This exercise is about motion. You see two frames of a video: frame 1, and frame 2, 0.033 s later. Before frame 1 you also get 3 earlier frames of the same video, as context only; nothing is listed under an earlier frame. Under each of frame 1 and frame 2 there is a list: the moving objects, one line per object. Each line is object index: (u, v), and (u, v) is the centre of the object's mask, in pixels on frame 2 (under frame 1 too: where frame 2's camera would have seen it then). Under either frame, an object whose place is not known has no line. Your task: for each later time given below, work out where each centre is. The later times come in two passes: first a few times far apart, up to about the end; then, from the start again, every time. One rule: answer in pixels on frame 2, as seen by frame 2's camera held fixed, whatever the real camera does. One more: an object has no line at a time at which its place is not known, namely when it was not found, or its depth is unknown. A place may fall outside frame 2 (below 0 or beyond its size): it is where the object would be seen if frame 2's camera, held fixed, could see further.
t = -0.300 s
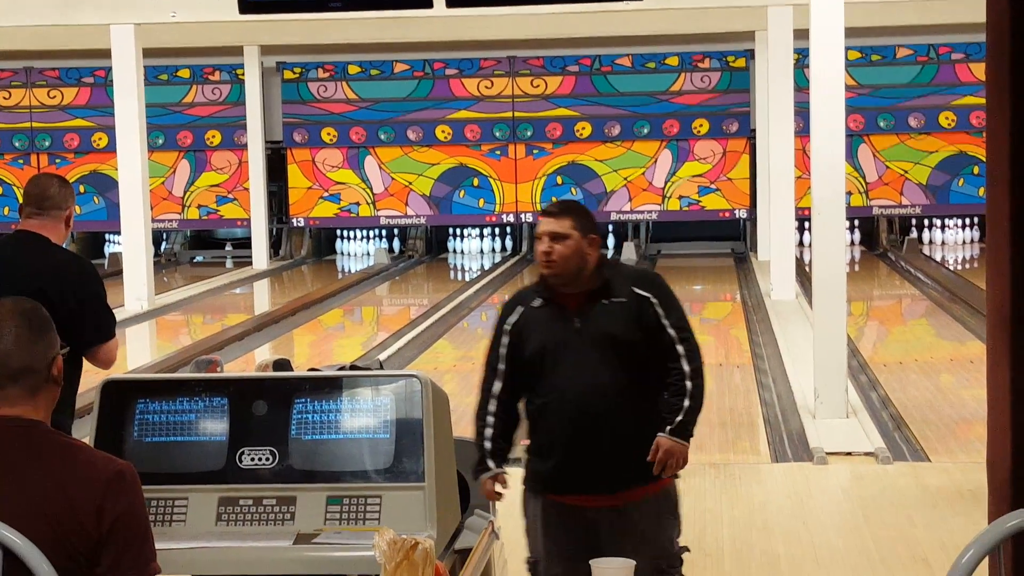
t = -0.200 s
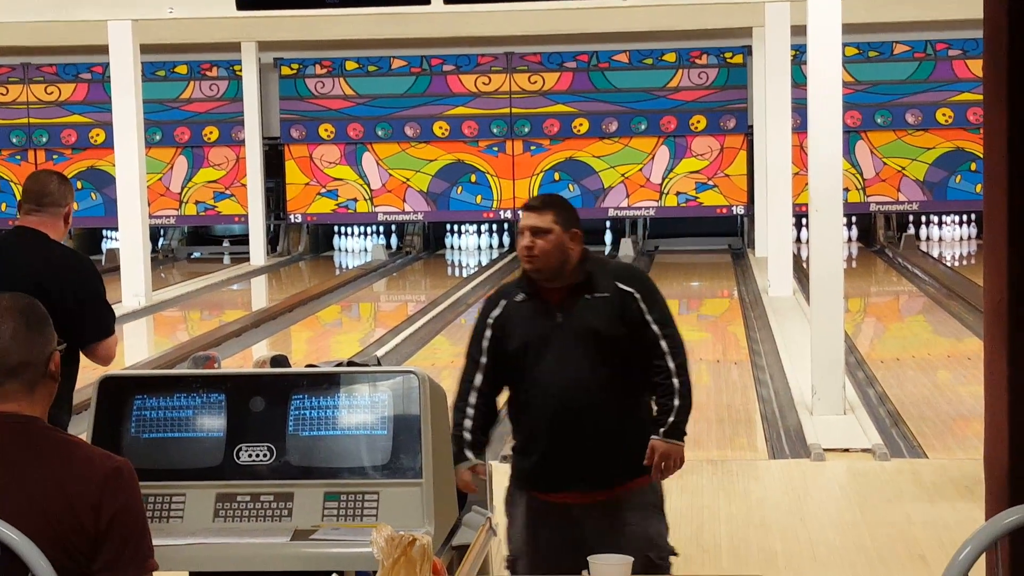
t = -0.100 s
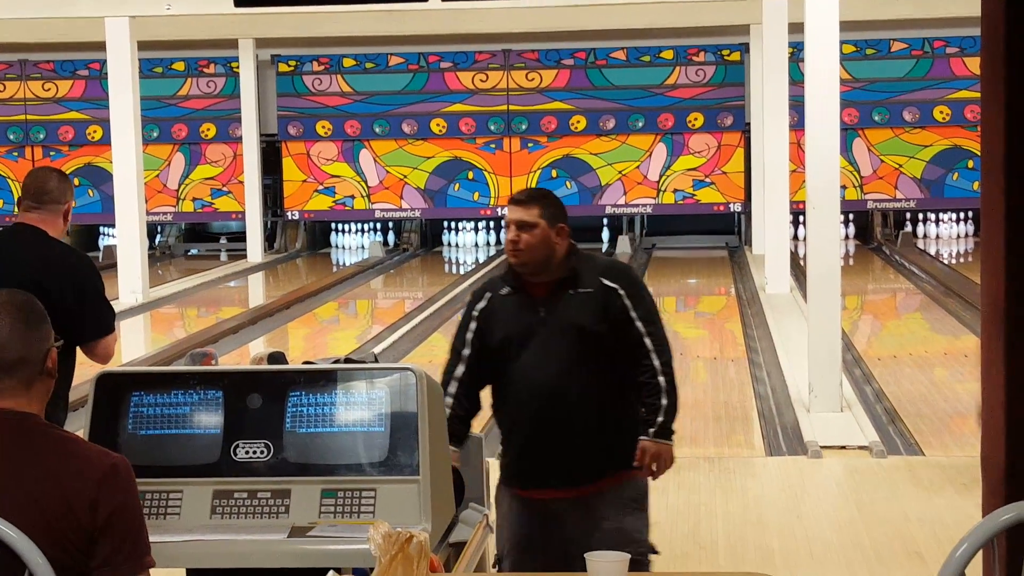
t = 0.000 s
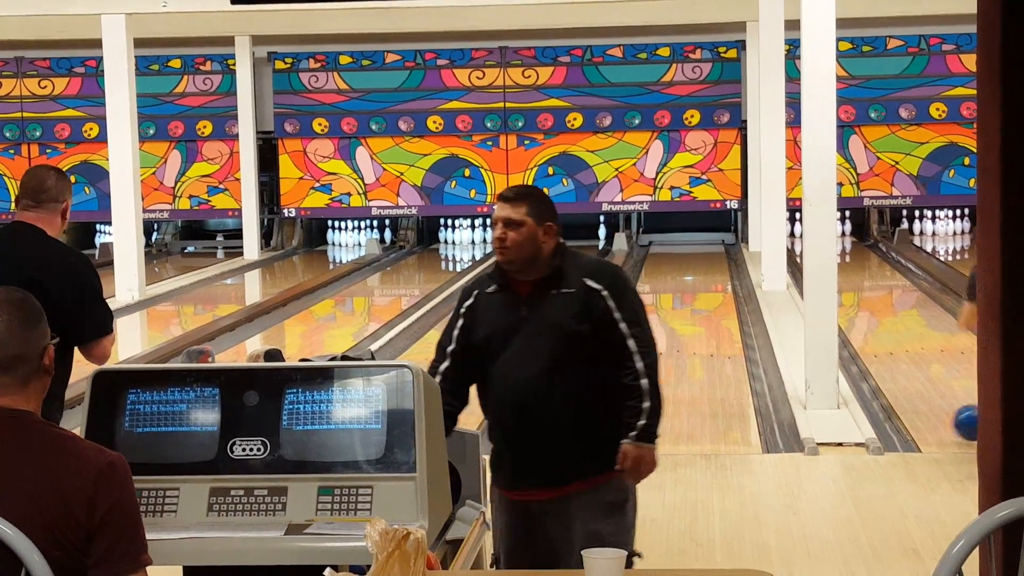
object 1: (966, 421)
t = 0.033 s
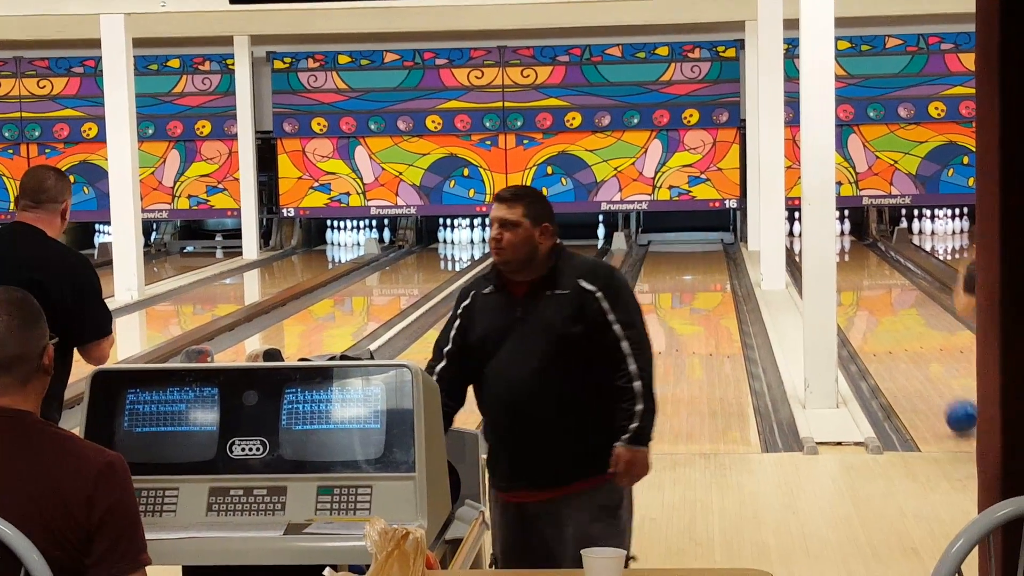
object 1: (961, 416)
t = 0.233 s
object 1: (928, 385)
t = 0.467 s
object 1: (897, 353)
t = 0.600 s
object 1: (881, 337)
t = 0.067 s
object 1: (956, 406)
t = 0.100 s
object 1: (950, 399)
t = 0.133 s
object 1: (944, 393)
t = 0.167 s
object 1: (938, 389)
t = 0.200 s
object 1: (933, 387)
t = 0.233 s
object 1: (928, 385)
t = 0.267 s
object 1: (923, 380)
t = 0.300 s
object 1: (918, 374)
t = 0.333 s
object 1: (913, 370)
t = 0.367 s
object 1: (909, 365)
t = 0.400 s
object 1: (904, 361)
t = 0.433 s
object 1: (901, 357)
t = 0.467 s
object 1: (897, 353)
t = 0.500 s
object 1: (893, 349)
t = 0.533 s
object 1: (889, 345)
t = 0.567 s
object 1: (885, 341)
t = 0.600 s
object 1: (881, 337)
